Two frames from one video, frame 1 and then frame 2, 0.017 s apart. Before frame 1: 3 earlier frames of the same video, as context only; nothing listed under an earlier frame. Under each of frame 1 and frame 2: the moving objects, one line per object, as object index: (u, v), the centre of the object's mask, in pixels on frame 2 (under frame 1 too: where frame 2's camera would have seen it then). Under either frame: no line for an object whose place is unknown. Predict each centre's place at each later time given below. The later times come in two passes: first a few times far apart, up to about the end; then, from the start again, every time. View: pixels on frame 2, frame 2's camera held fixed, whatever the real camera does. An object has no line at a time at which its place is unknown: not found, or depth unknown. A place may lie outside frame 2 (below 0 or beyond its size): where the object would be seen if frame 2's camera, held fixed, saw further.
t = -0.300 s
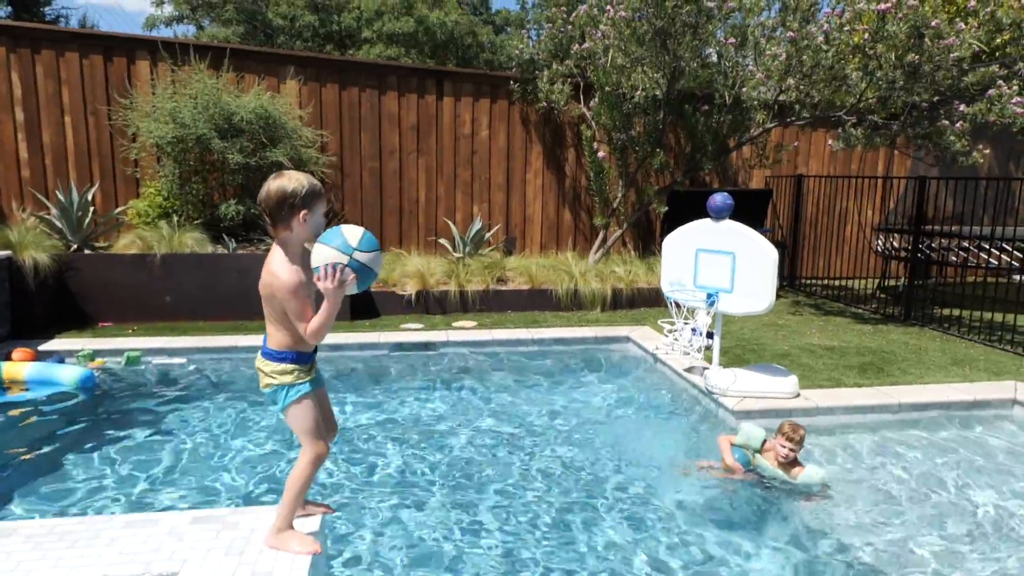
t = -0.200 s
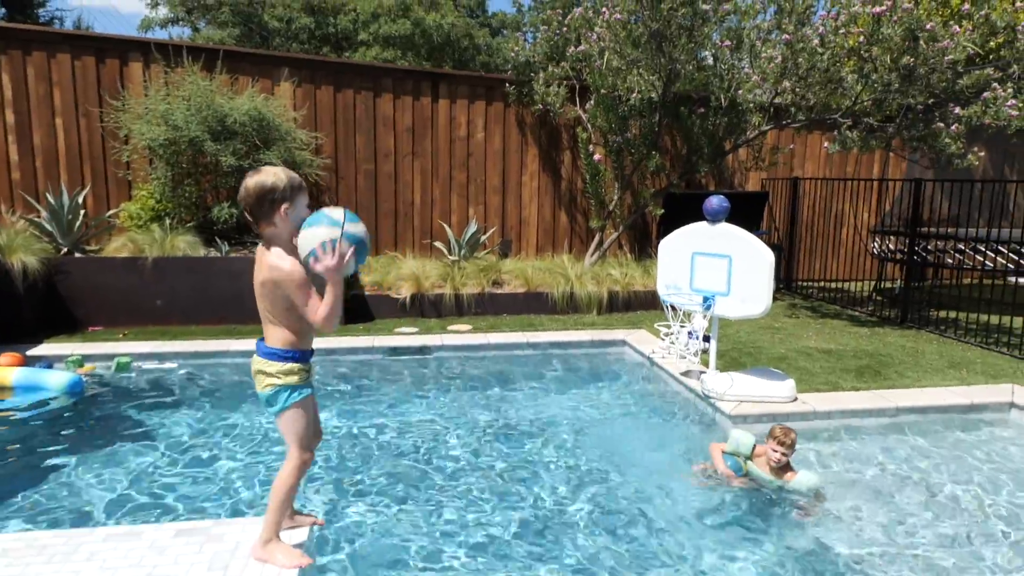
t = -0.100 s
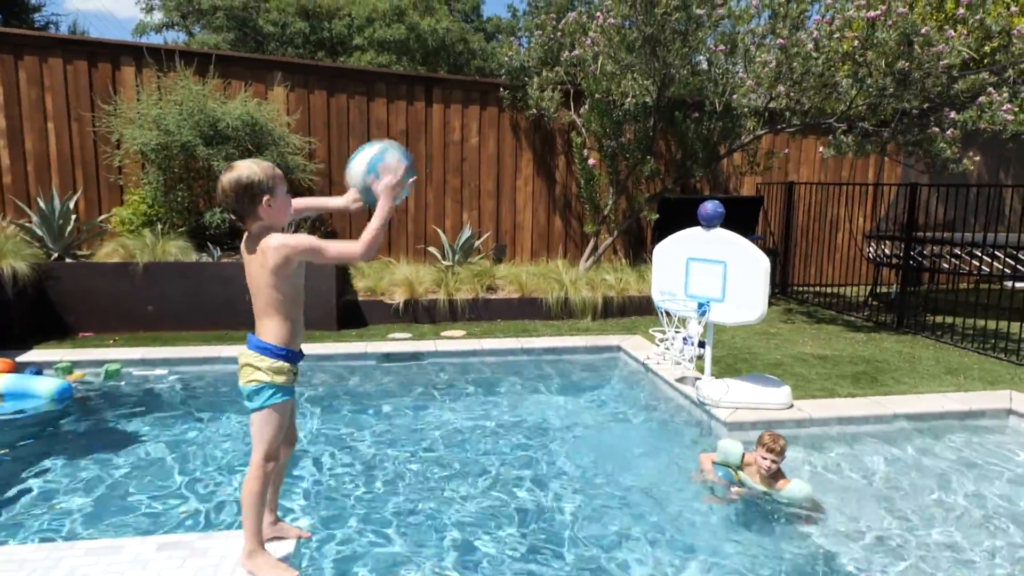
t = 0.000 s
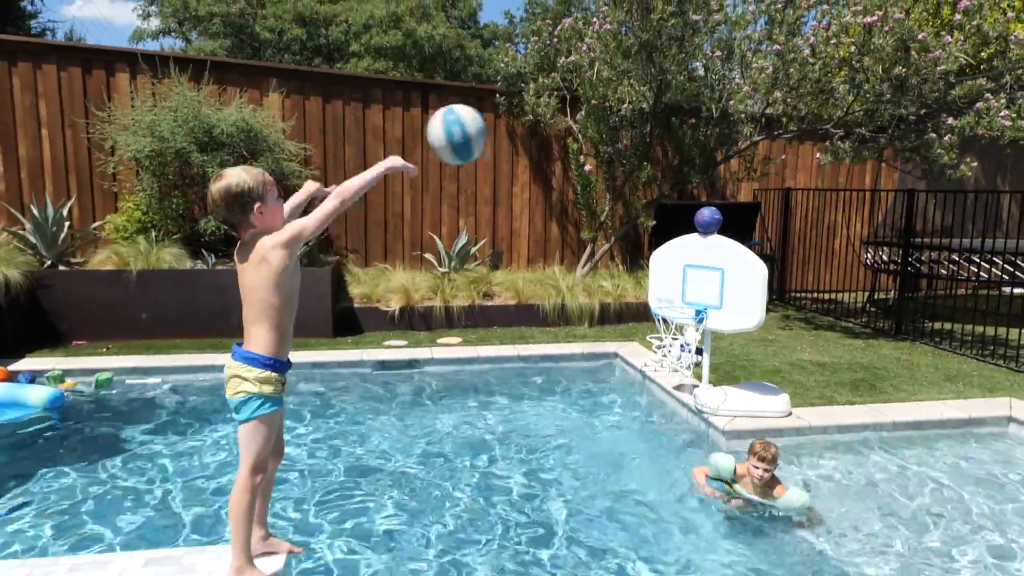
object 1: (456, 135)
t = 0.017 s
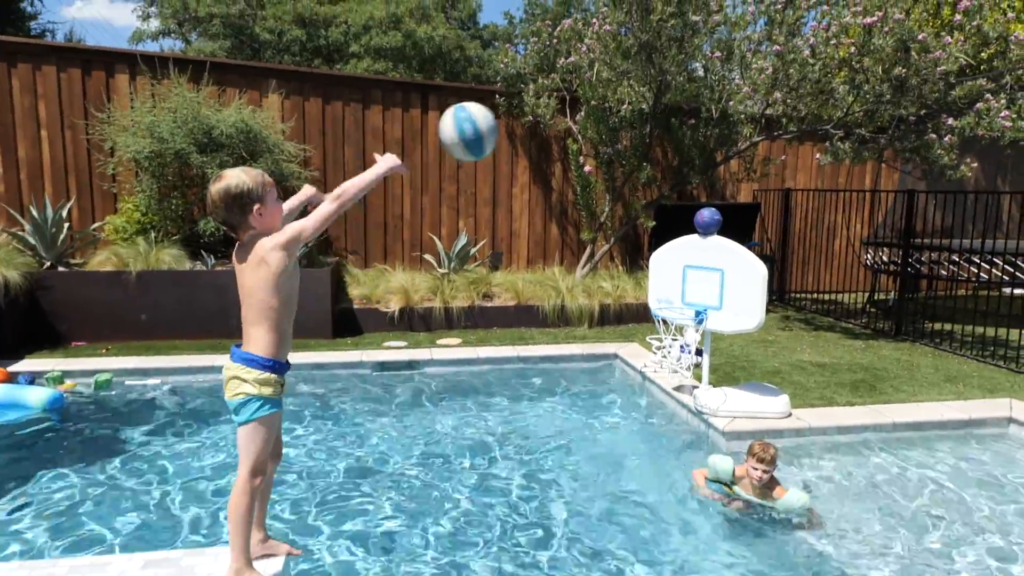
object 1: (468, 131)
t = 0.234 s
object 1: (586, 152)
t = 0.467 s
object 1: (660, 261)
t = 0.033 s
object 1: (480, 128)
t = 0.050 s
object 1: (491, 126)
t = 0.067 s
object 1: (502, 125)
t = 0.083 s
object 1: (511, 124)
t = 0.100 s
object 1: (521, 125)
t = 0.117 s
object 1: (530, 127)
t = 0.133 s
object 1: (539, 129)
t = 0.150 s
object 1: (547, 131)
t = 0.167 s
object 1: (556, 134)
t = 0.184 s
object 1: (564, 138)
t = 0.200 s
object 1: (572, 142)
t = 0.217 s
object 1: (579, 147)
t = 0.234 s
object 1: (586, 152)
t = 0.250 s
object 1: (593, 158)
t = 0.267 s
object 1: (600, 164)
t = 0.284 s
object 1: (606, 170)
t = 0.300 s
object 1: (612, 177)
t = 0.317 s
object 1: (618, 184)
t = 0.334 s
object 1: (624, 192)
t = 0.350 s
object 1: (629, 200)
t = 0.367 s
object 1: (635, 208)
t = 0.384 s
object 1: (639, 217)
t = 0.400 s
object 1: (644, 225)
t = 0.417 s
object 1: (648, 233)
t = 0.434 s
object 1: (652, 241)
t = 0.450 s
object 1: (656, 251)
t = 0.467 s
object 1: (660, 261)
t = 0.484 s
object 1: (665, 272)
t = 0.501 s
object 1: (669, 282)
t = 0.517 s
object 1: (673, 292)
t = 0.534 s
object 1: (676, 302)
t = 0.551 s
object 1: (680, 313)
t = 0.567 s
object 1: (683, 322)
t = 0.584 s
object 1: (686, 332)
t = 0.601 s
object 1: (687, 339)
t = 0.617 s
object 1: (688, 348)
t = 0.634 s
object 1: (690, 359)
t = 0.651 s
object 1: (693, 369)
